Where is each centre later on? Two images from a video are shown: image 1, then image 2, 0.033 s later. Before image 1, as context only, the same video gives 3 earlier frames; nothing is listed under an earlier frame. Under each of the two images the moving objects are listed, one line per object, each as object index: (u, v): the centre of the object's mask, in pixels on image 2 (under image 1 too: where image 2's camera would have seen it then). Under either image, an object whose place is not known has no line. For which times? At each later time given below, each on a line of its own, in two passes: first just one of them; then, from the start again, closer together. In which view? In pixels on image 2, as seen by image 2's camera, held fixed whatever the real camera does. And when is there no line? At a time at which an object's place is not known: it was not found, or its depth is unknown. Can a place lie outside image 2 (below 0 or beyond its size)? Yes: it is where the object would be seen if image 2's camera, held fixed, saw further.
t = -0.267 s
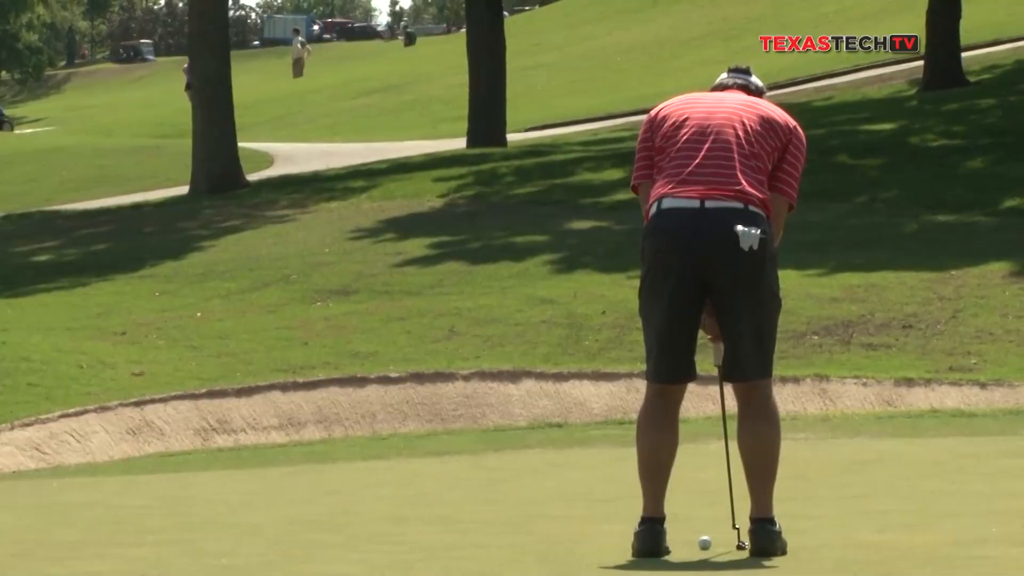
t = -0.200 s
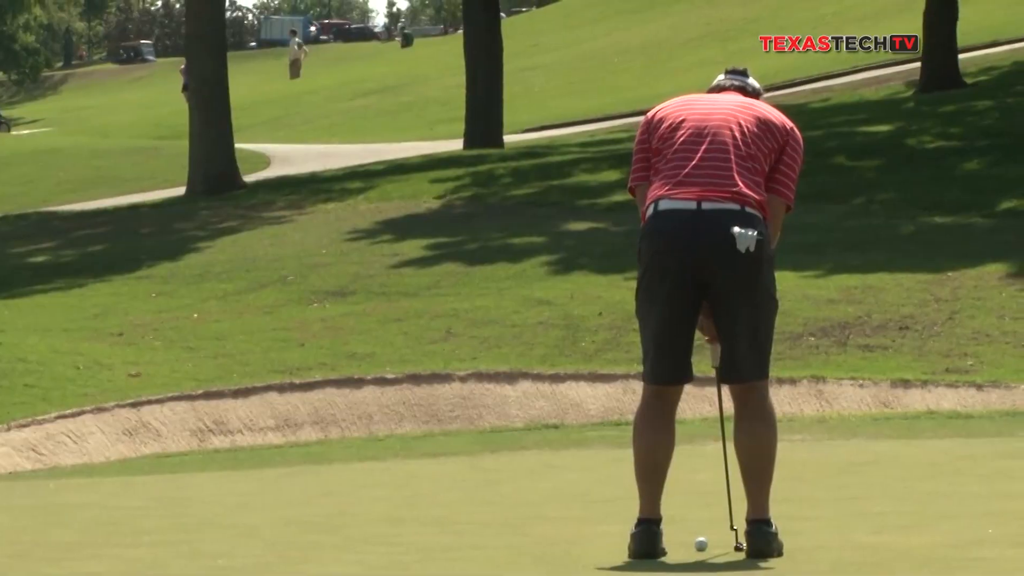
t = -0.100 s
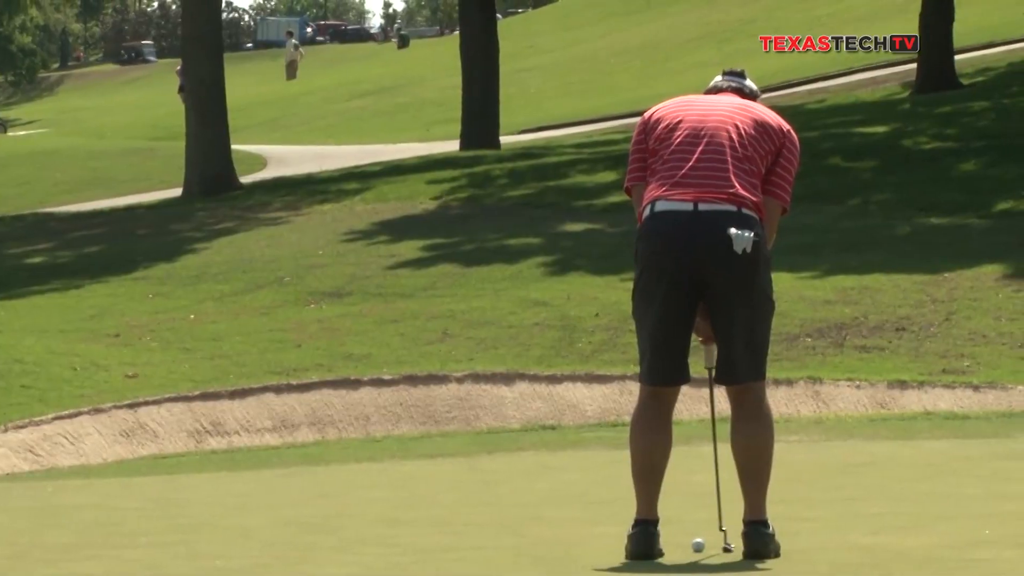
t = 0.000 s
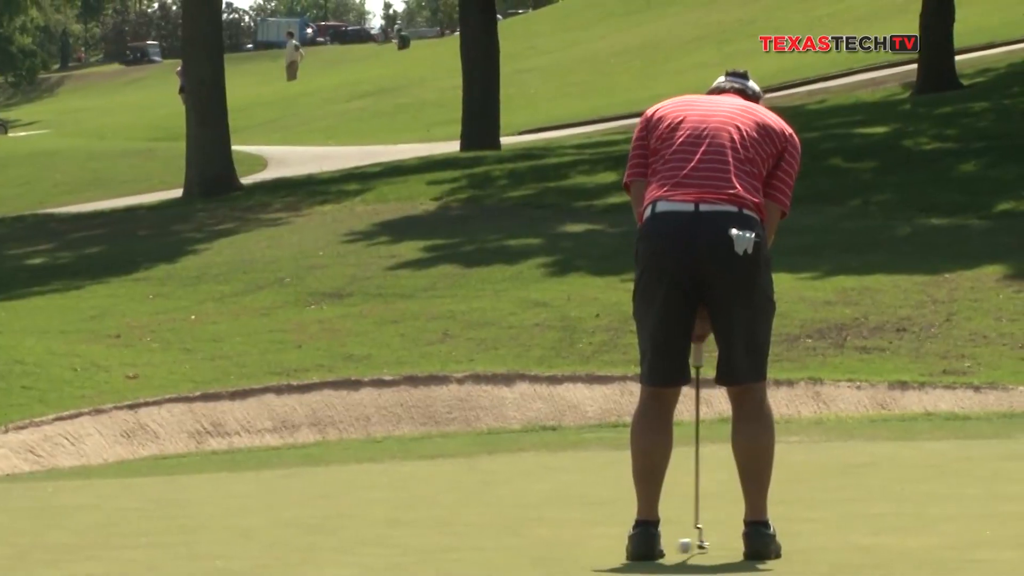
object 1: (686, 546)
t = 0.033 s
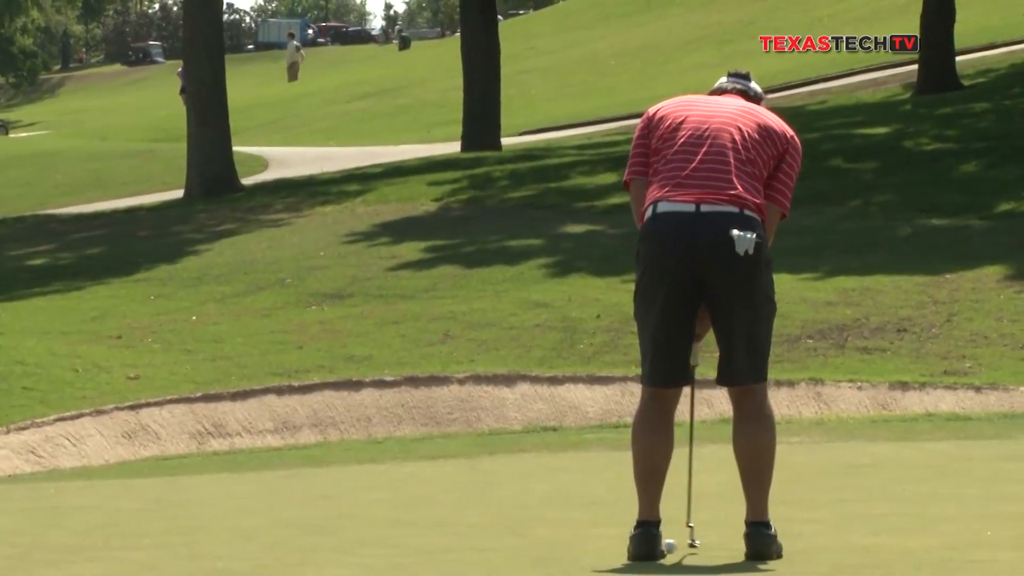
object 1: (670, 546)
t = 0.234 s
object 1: (591, 547)
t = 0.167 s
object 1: (615, 547)
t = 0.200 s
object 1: (602, 547)
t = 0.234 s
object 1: (591, 547)
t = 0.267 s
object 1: (579, 547)
